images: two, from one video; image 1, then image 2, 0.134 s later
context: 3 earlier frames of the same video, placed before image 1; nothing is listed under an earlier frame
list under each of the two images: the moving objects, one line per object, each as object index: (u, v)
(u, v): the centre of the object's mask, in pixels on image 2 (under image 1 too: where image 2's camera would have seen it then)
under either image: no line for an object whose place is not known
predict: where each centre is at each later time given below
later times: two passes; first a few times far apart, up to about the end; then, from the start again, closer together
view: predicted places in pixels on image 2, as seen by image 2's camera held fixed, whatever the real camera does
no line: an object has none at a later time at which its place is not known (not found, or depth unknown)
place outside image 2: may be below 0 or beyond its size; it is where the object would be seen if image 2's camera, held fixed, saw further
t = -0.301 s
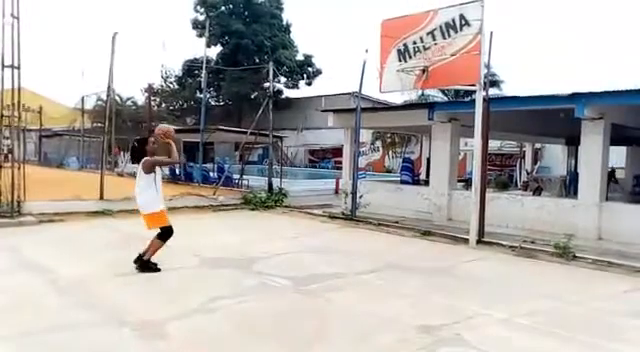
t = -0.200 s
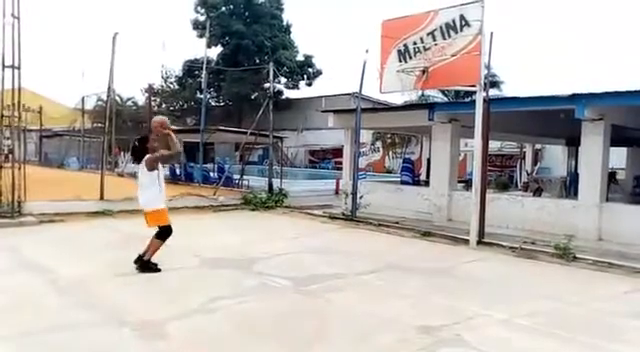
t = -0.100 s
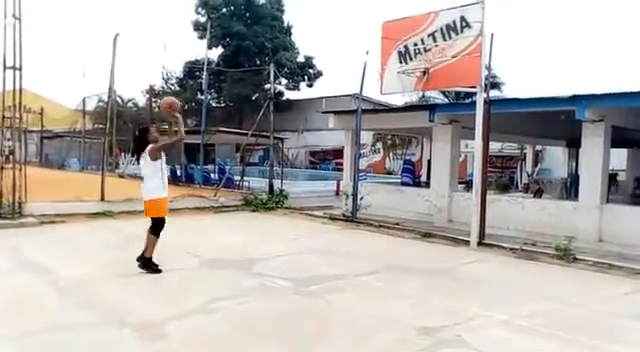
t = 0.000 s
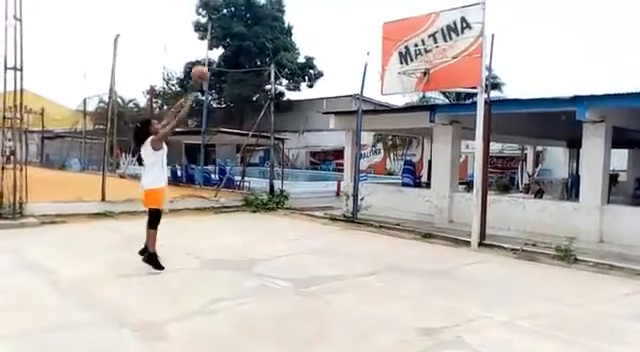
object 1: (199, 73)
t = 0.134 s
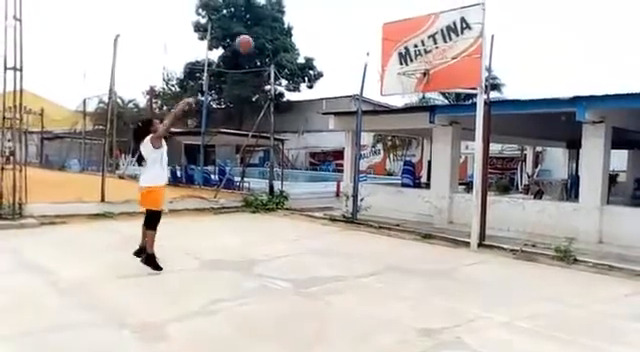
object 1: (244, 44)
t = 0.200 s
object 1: (265, 33)
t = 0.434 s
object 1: (334, 23)
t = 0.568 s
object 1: (369, 34)
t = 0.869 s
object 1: (410, 81)
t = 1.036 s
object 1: (417, 108)
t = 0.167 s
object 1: (255, 38)
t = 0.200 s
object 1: (265, 33)
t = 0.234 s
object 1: (275, 29)
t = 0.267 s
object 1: (286, 26)
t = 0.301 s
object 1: (295, 25)
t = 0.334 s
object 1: (305, 23)
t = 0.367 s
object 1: (315, 23)
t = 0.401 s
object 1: (324, 23)
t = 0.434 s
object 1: (334, 23)
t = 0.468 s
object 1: (343, 25)
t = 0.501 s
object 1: (352, 27)
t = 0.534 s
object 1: (360, 30)
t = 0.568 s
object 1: (369, 34)
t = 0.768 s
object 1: (419, 72)
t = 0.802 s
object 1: (413, 73)
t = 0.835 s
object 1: (409, 77)
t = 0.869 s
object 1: (410, 81)
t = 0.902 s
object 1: (411, 87)
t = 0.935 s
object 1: (412, 93)
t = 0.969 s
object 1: (414, 97)
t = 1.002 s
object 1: (416, 101)
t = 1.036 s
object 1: (417, 108)
